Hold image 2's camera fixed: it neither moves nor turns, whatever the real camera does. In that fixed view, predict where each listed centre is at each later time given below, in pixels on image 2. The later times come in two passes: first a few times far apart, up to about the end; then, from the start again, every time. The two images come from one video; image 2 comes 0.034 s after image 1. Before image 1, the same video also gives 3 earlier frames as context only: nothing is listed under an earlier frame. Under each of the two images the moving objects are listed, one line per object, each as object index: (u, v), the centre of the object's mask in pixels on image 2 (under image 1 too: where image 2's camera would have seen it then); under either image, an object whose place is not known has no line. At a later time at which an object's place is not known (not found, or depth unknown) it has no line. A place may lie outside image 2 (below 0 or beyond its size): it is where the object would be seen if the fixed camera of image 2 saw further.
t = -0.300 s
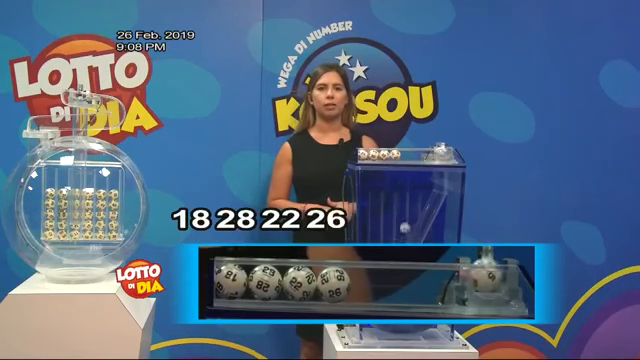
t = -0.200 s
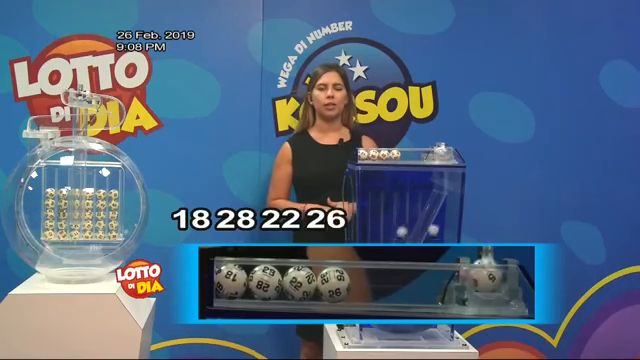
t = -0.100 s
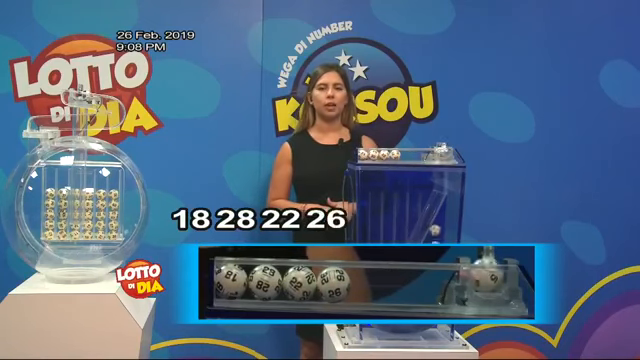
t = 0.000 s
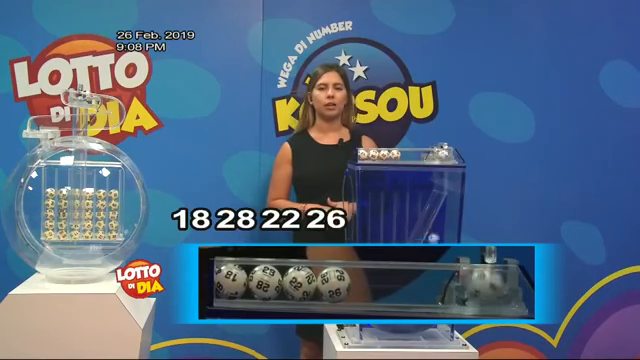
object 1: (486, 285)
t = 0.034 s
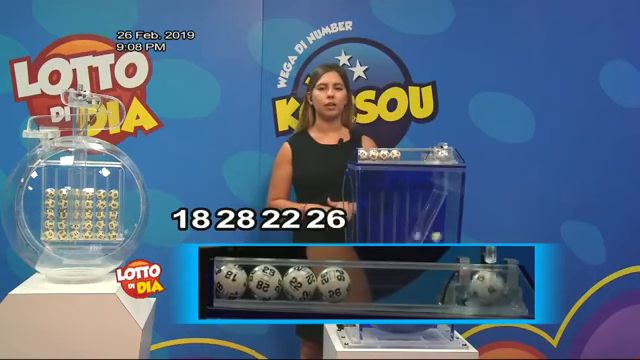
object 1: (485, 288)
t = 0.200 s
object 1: (473, 288)
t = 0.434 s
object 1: (373, 284)
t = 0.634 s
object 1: (368, 285)
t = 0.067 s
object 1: (484, 288)
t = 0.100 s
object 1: (483, 288)
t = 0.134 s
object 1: (479, 287)
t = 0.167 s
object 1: (476, 288)
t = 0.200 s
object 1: (473, 288)
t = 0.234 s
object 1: (469, 287)
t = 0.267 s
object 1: (461, 287)
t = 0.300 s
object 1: (450, 286)
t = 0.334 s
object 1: (430, 286)
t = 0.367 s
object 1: (407, 286)
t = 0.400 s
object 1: (382, 285)
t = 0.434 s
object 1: (373, 284)
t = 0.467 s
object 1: (377, 284)
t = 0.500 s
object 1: (375, 284)
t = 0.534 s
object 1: (371, 284)
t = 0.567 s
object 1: (371, 284)
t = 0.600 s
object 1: (369, 285)
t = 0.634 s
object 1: (368, 285)
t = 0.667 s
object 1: (368, 285)
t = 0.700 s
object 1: (368, 284)
